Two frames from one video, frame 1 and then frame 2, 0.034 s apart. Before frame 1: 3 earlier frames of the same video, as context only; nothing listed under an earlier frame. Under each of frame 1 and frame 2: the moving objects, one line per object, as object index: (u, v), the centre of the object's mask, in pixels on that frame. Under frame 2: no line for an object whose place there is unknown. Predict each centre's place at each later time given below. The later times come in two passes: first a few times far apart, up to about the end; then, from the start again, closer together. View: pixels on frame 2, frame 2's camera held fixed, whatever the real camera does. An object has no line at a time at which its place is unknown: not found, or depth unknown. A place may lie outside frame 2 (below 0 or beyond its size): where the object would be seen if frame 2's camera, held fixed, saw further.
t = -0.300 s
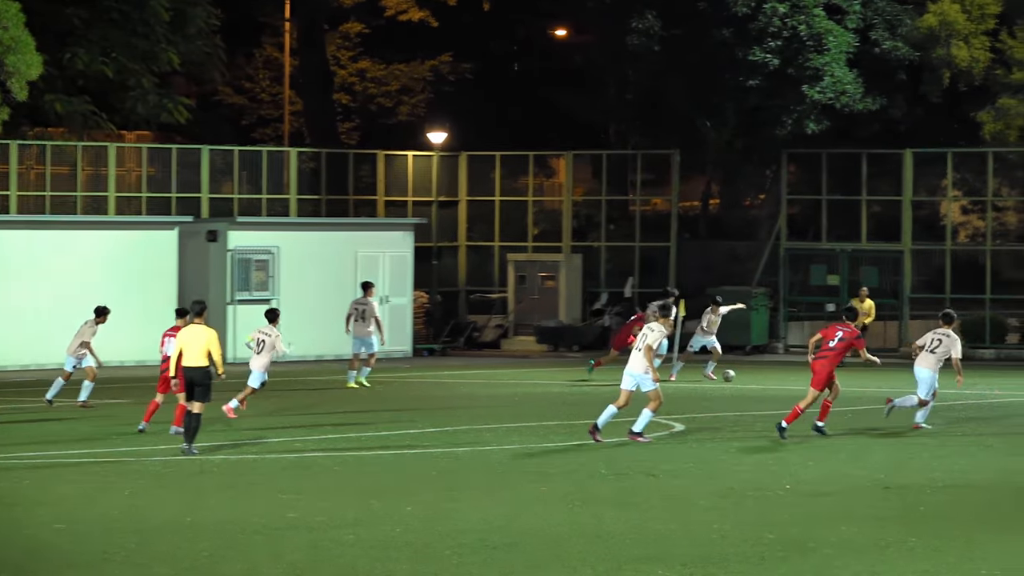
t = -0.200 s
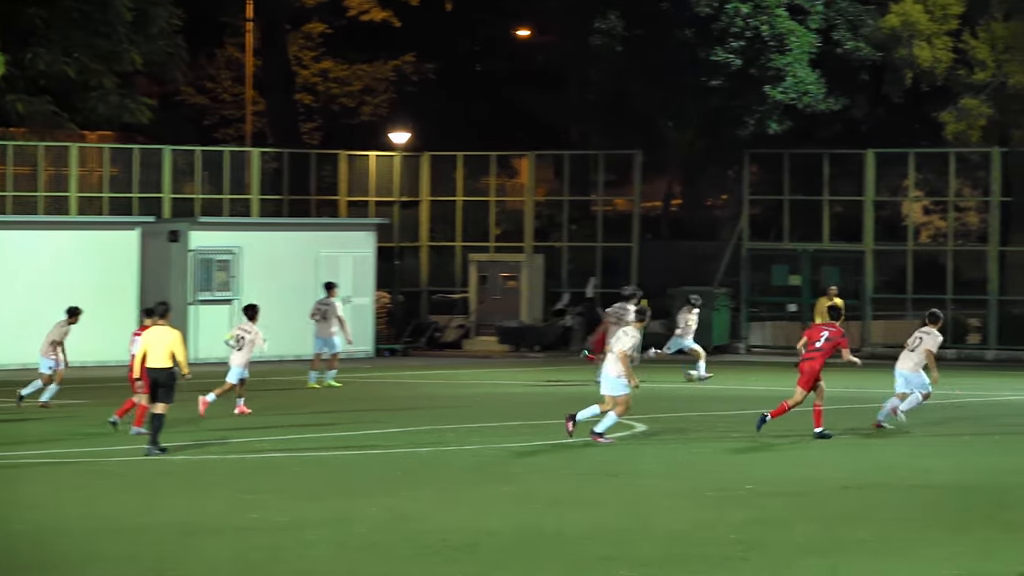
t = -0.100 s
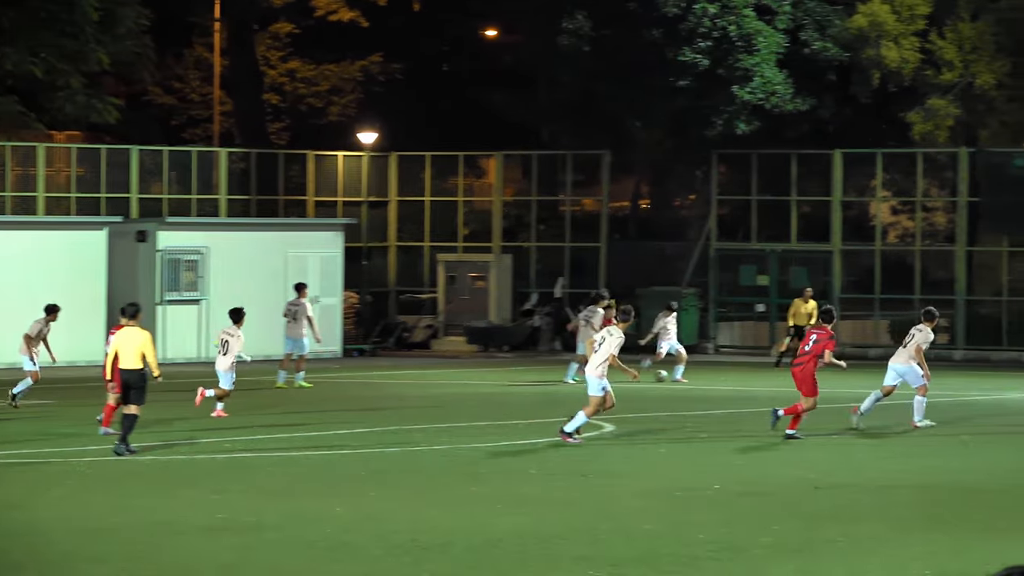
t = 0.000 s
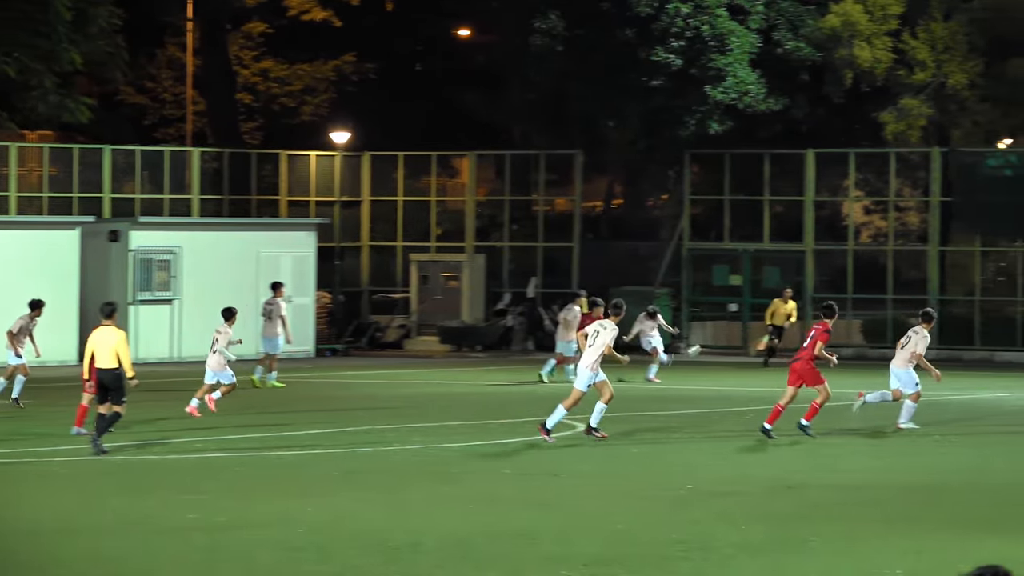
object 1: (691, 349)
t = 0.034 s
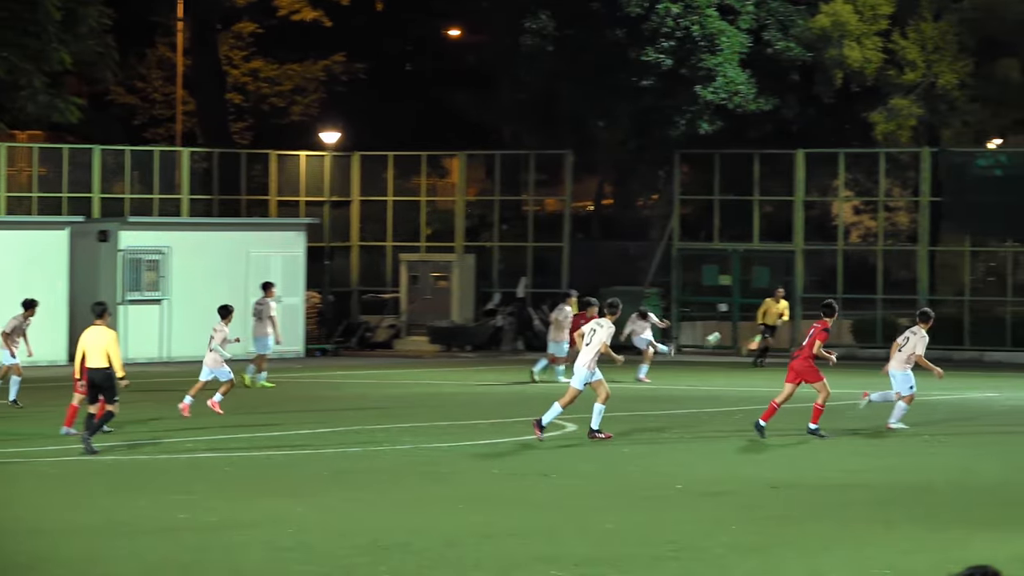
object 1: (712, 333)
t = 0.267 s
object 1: (930, 262)
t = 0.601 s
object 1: (1278, 217)
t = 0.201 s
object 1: (864, 280)
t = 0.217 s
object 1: (881, 276)
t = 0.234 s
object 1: (897, 271)
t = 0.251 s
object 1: (913, 267)
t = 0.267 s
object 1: (930, 262)
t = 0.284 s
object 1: (946, 258)
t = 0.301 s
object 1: (962, 255)
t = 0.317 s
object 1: (978, 252)
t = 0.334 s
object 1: (995, 248)
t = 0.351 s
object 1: (1012, 245)
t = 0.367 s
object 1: (1029, 242)
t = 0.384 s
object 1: (1048, 239)
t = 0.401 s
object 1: (1064, 235)
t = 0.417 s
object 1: (1082, 233)
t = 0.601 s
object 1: (1278, 217)
